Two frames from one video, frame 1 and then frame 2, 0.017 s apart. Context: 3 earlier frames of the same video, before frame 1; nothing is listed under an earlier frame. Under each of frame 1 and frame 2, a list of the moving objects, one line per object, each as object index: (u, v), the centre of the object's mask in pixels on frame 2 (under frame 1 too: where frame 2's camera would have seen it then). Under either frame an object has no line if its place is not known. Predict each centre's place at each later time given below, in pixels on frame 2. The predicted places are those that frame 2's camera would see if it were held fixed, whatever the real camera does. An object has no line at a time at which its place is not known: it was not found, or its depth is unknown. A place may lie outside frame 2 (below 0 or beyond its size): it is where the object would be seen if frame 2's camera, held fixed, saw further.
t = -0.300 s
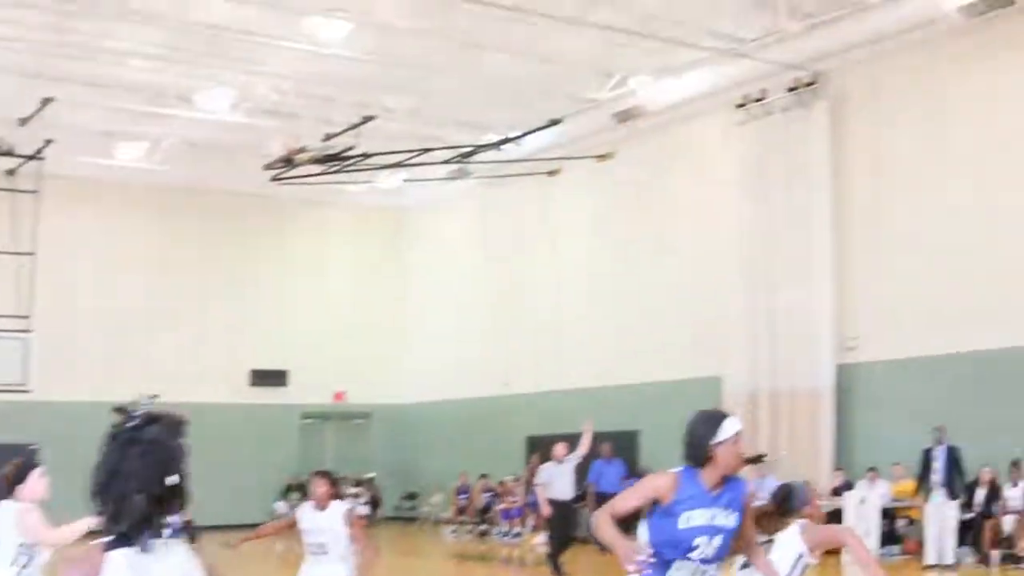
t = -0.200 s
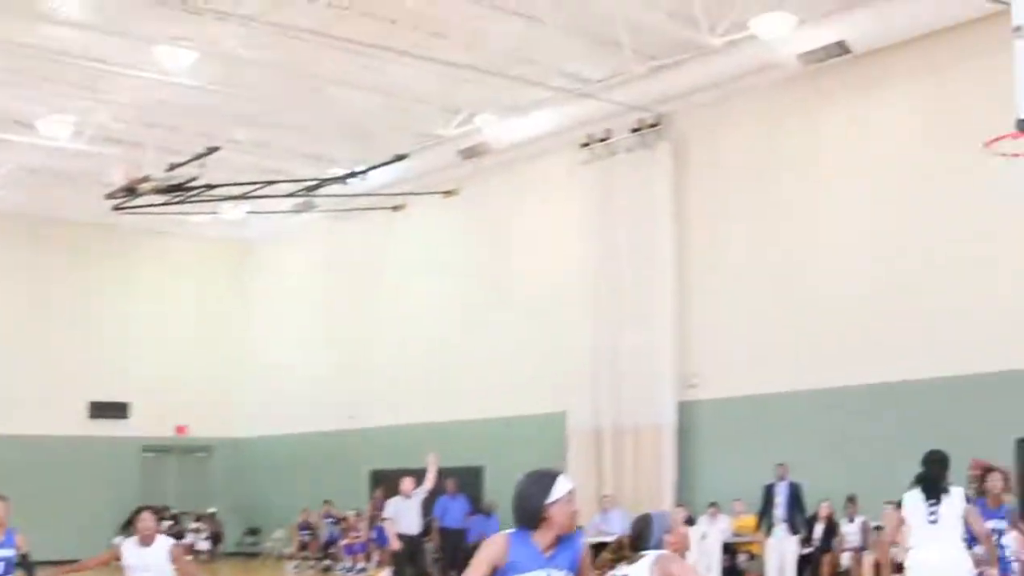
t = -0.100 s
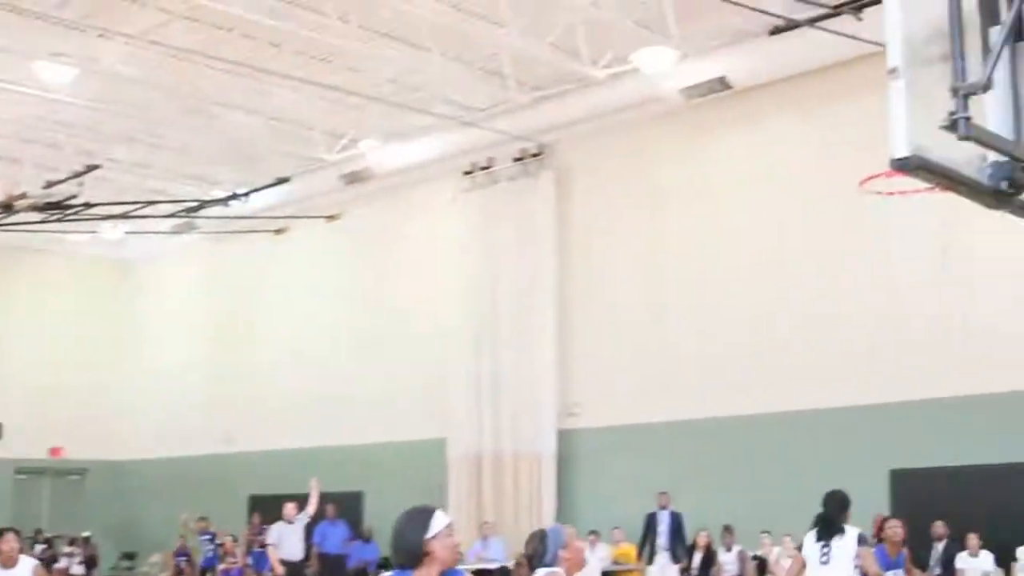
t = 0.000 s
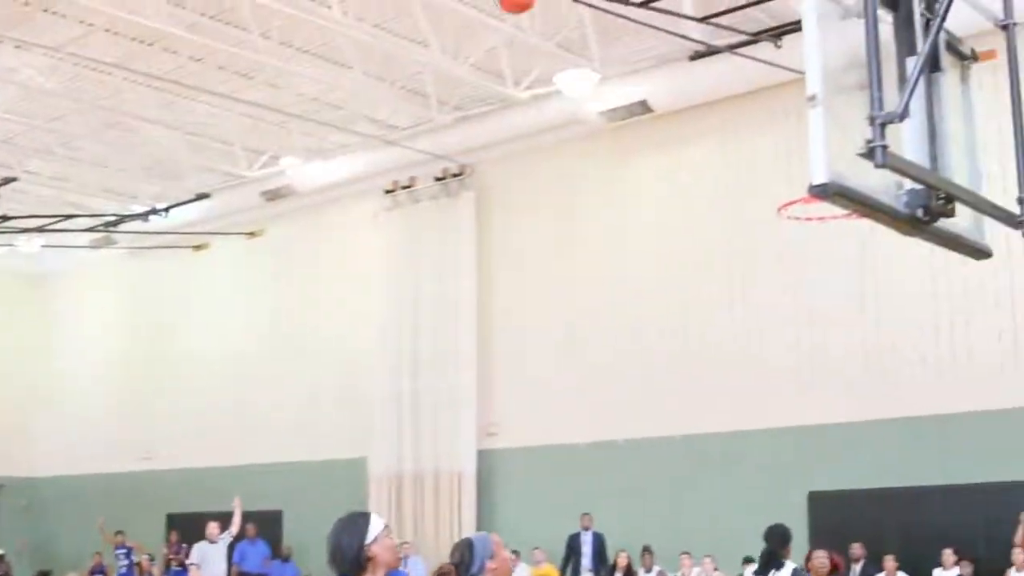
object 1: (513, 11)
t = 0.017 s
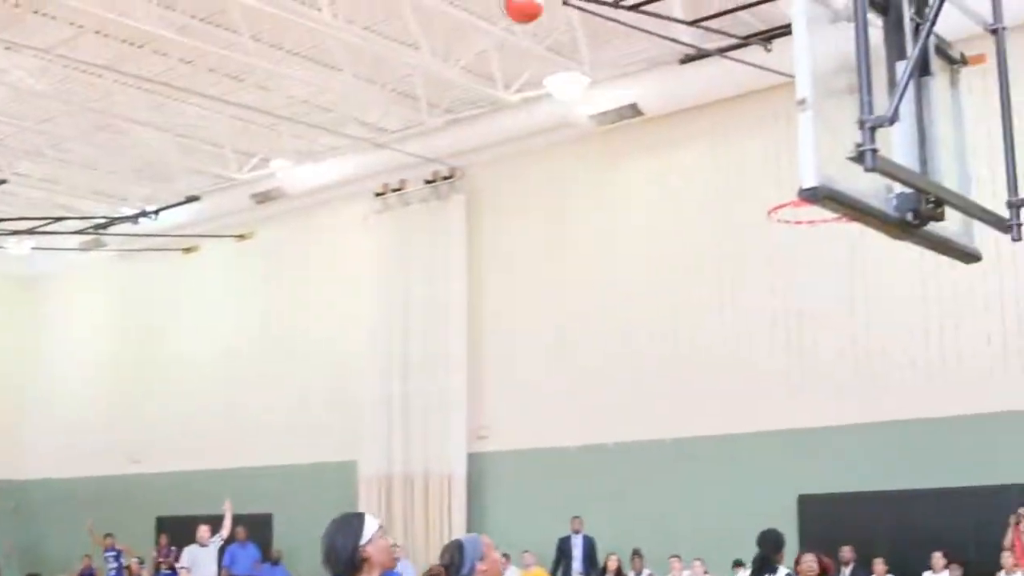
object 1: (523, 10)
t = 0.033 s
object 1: (535, 11)
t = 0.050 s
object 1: (548, 14)
